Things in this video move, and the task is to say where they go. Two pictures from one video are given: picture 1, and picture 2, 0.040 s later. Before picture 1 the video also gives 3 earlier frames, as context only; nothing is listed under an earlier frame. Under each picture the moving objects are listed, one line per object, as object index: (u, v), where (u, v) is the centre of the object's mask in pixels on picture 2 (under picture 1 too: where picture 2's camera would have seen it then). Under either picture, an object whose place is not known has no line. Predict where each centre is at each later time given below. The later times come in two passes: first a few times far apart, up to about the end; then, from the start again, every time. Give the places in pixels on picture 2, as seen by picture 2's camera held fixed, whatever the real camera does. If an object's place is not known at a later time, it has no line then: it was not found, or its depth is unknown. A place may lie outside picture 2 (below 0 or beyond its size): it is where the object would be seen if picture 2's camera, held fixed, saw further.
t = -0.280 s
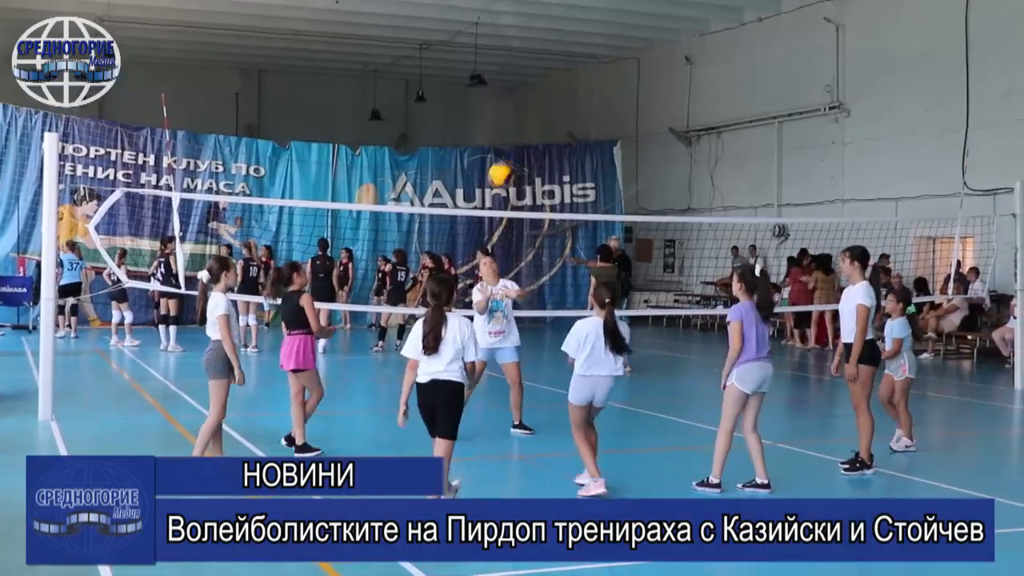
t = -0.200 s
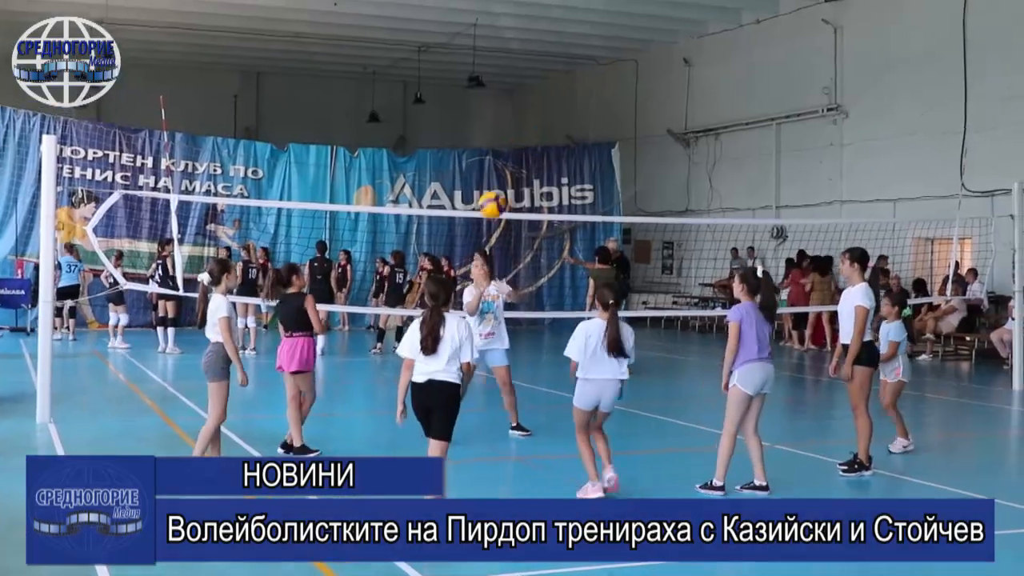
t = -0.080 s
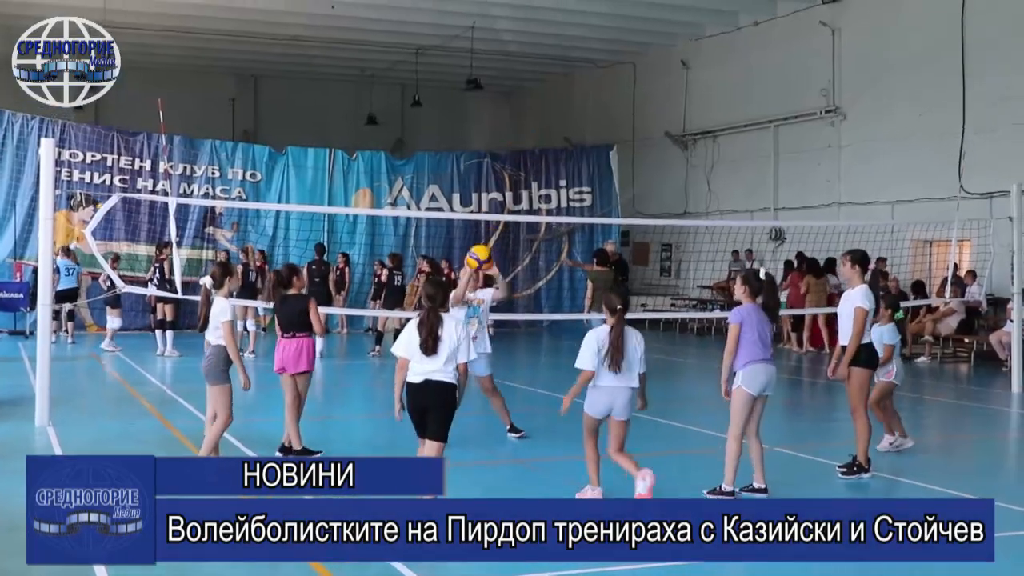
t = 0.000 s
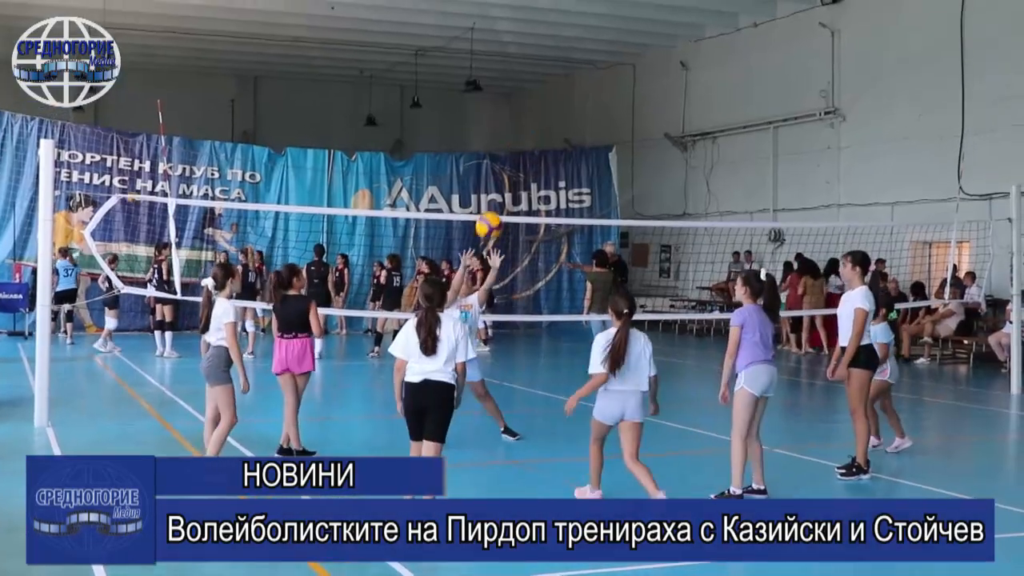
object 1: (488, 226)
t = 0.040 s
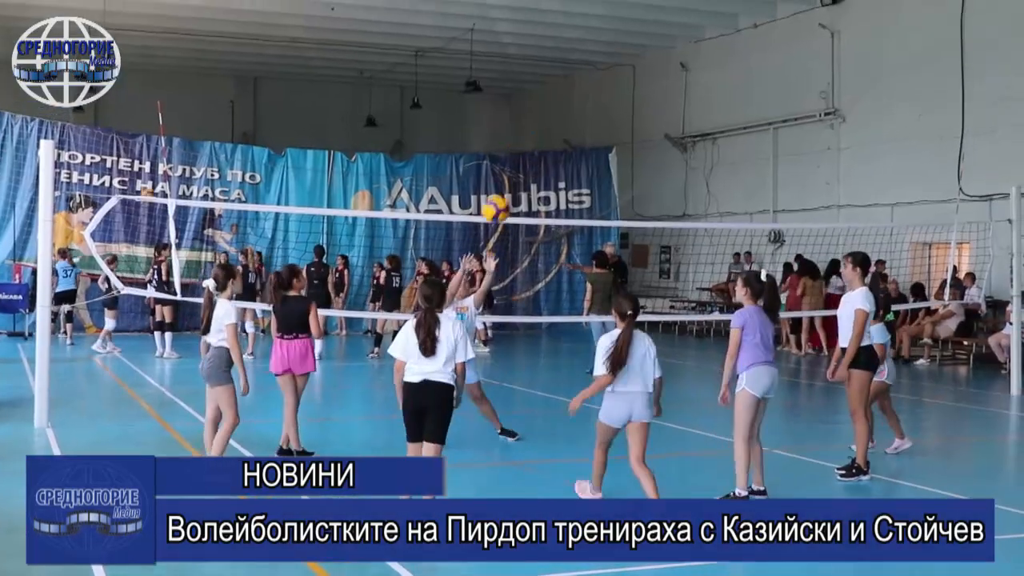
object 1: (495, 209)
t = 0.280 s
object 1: (538, 144)
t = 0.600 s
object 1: (605, 173)
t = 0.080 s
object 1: (502, 194)
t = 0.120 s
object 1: (509, 180)
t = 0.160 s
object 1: (516, 168)
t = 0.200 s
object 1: (523, 158)
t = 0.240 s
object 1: (531, 150)
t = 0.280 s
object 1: (538, 144)
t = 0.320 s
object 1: (546, 139)
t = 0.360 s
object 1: (553, 137)
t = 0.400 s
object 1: (561, 136)
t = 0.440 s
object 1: (570, 138)
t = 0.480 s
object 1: (578, 143)
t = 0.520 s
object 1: (587, 150)
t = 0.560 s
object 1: (596, 160)
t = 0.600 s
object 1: (605, 173)
